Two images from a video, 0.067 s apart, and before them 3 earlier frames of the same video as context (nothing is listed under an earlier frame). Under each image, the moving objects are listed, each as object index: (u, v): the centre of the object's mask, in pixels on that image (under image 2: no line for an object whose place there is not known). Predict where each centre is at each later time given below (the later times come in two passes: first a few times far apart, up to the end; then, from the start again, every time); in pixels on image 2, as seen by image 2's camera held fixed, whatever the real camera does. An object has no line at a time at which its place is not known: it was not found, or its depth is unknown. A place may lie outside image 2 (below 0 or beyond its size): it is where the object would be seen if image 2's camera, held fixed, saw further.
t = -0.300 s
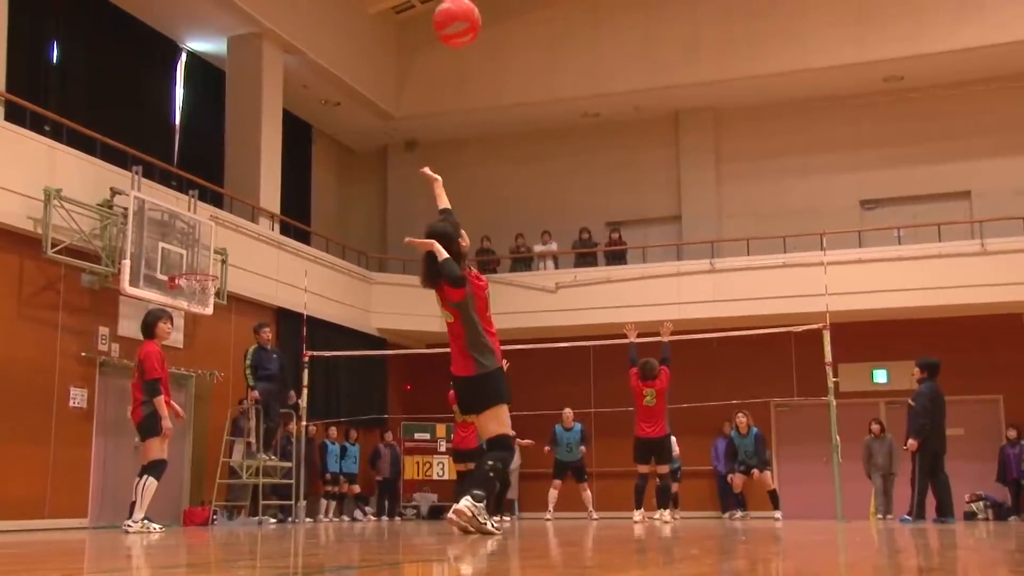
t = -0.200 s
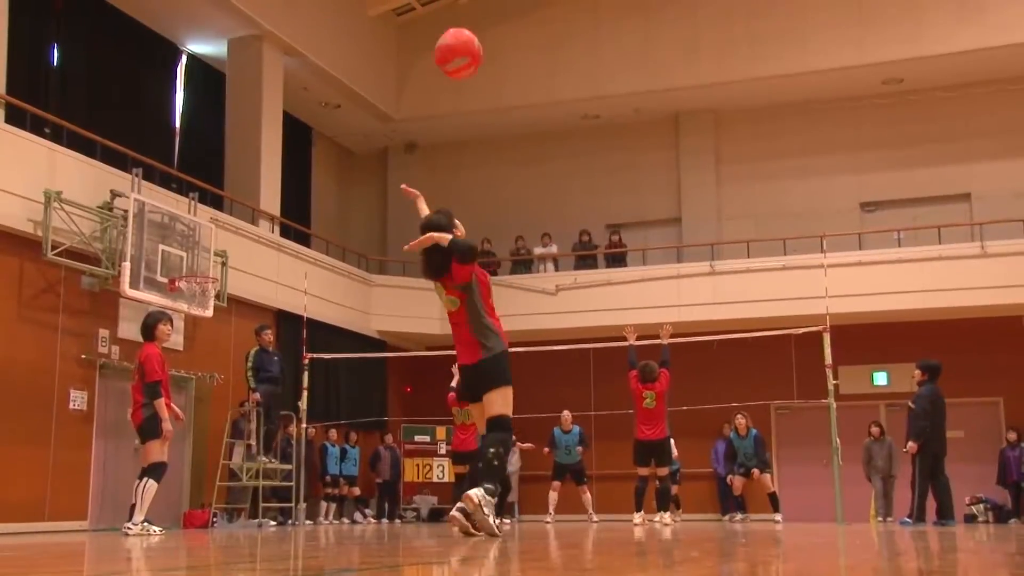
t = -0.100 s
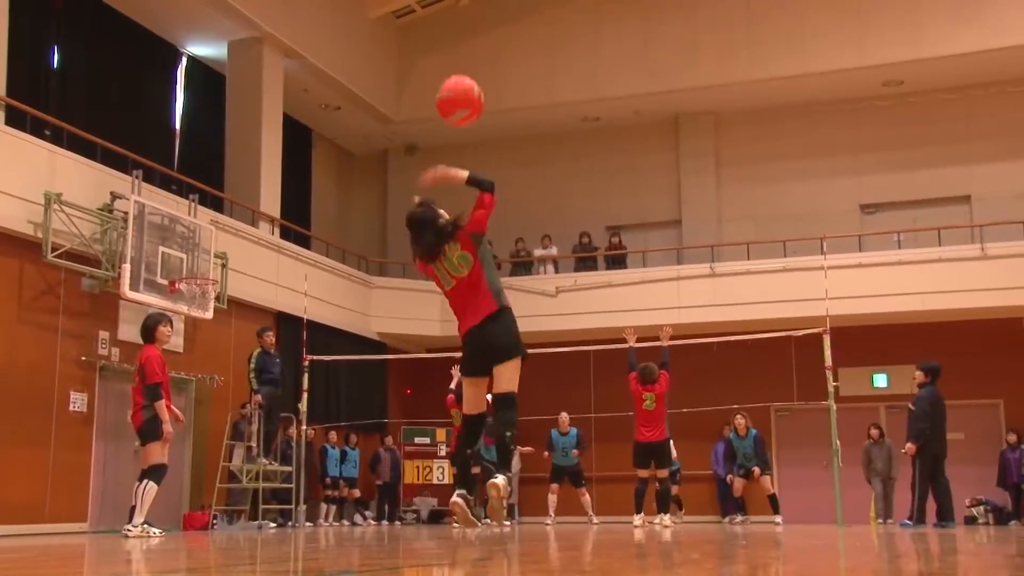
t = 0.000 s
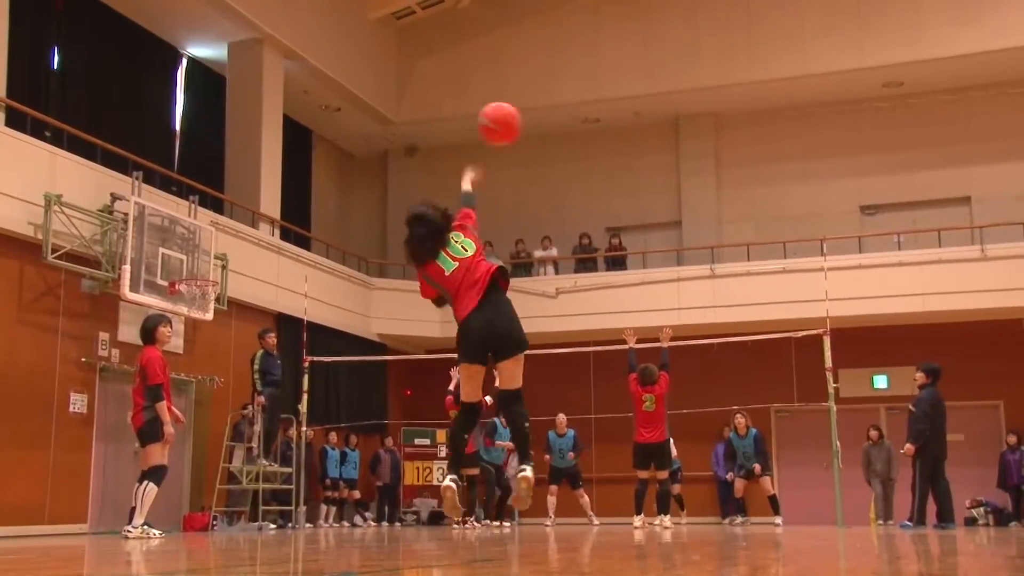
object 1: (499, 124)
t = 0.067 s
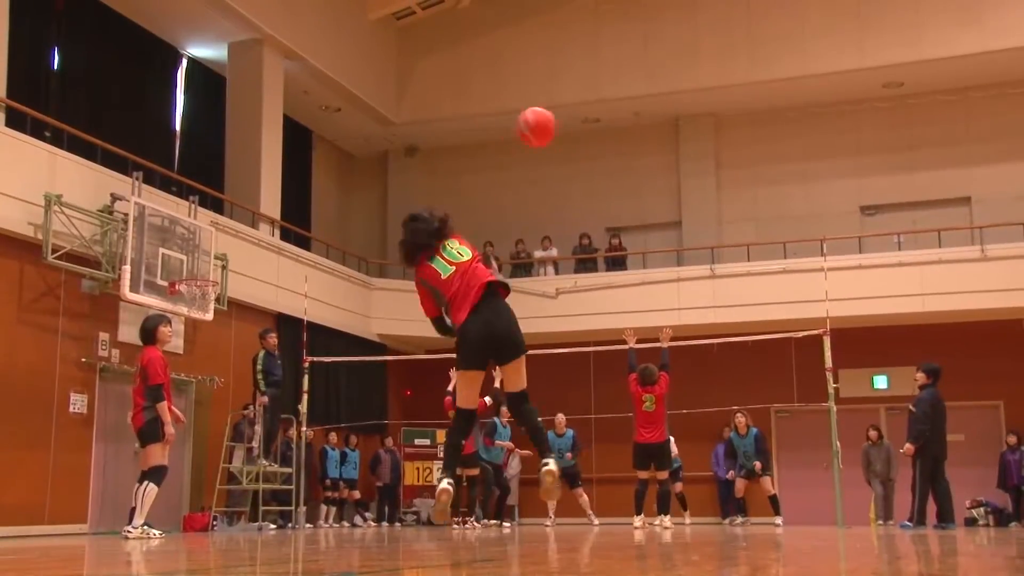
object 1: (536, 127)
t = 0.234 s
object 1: (595, 145)
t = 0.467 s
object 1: (649, 201)
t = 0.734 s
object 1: (690, 287)
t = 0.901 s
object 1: (704, 355)
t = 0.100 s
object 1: (552, 130)
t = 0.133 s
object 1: (564, 134)
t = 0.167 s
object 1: (575, 137)
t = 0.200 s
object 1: (586, 140)
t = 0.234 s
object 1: (595, 145)
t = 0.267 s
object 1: (603, 151)
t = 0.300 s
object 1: (612, 158)
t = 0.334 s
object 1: (620, 166)
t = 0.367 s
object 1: (628, 174)
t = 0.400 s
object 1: (635, 183)
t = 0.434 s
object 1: (643, 191)
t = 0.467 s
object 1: (649, 201)
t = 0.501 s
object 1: (656, 210)
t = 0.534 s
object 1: (661, 218)
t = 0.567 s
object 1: (667, 229)
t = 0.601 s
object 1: (672, 240)
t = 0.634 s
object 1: (677, 251)
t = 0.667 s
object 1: (682, 263)
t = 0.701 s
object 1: (686, 275)
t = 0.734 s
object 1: (690, 287)
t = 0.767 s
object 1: (693, 301)
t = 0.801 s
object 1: (696, 314)
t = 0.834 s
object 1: (699, 328)
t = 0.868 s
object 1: (702, 341)
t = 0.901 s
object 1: (704, 355)
